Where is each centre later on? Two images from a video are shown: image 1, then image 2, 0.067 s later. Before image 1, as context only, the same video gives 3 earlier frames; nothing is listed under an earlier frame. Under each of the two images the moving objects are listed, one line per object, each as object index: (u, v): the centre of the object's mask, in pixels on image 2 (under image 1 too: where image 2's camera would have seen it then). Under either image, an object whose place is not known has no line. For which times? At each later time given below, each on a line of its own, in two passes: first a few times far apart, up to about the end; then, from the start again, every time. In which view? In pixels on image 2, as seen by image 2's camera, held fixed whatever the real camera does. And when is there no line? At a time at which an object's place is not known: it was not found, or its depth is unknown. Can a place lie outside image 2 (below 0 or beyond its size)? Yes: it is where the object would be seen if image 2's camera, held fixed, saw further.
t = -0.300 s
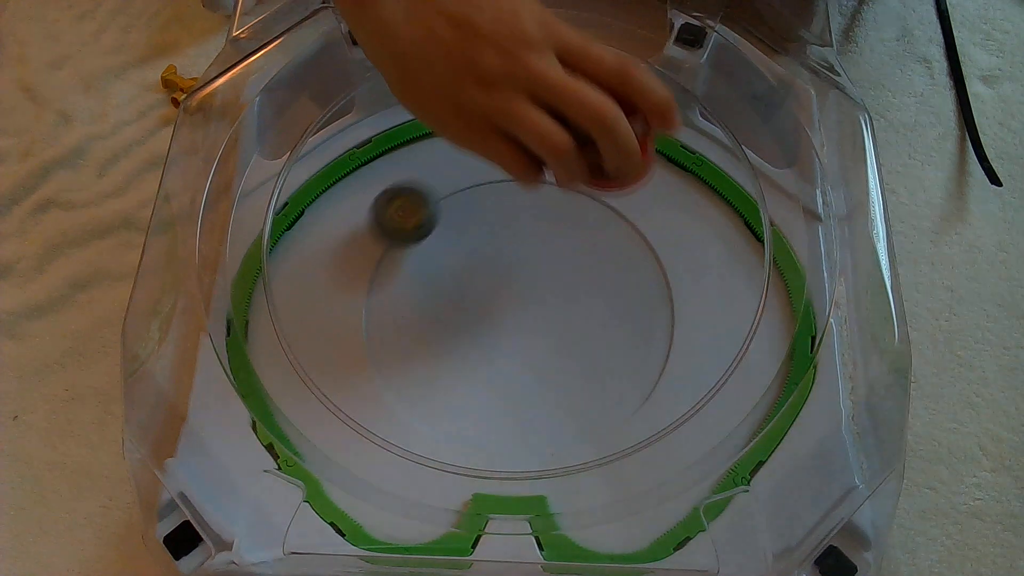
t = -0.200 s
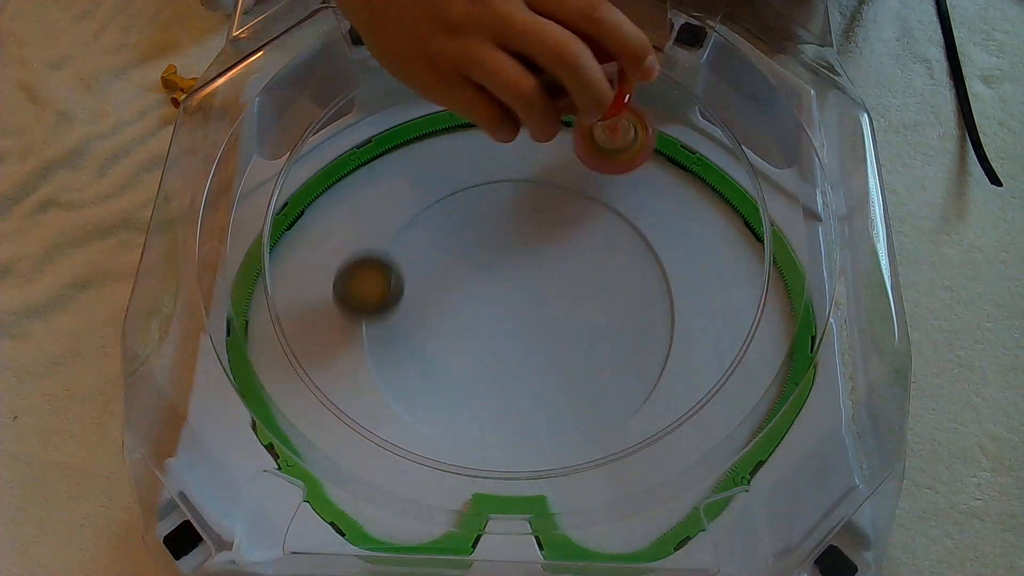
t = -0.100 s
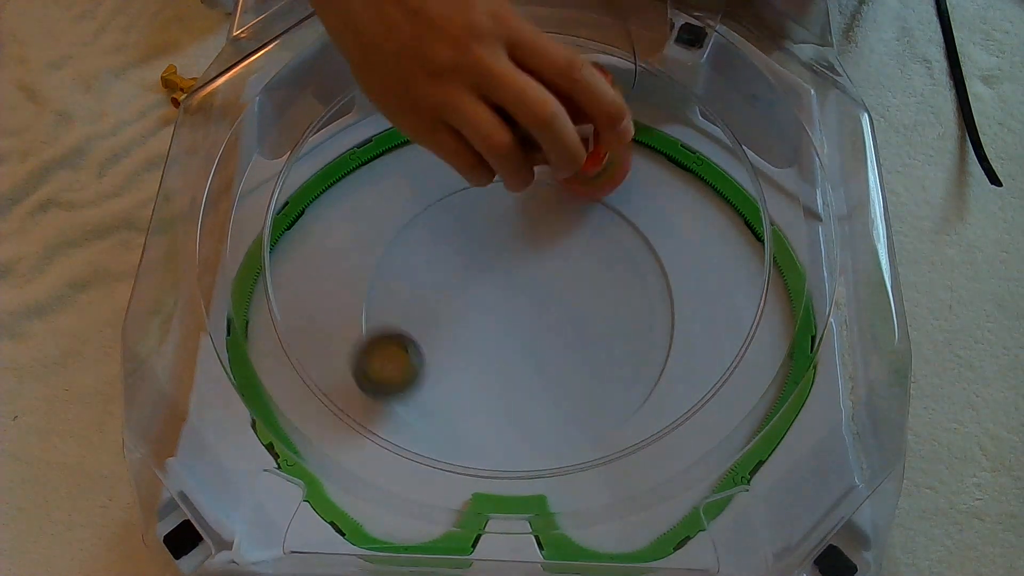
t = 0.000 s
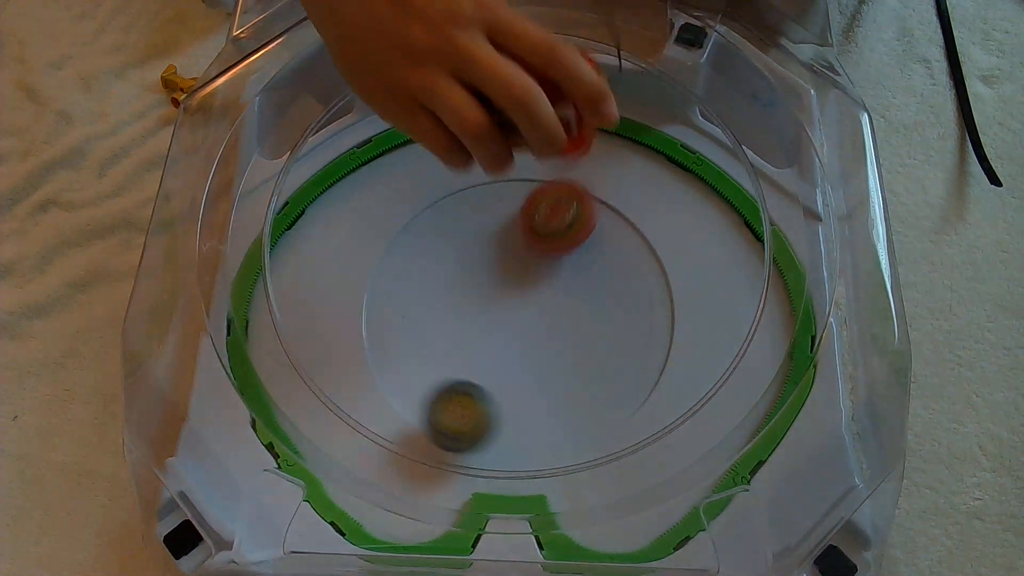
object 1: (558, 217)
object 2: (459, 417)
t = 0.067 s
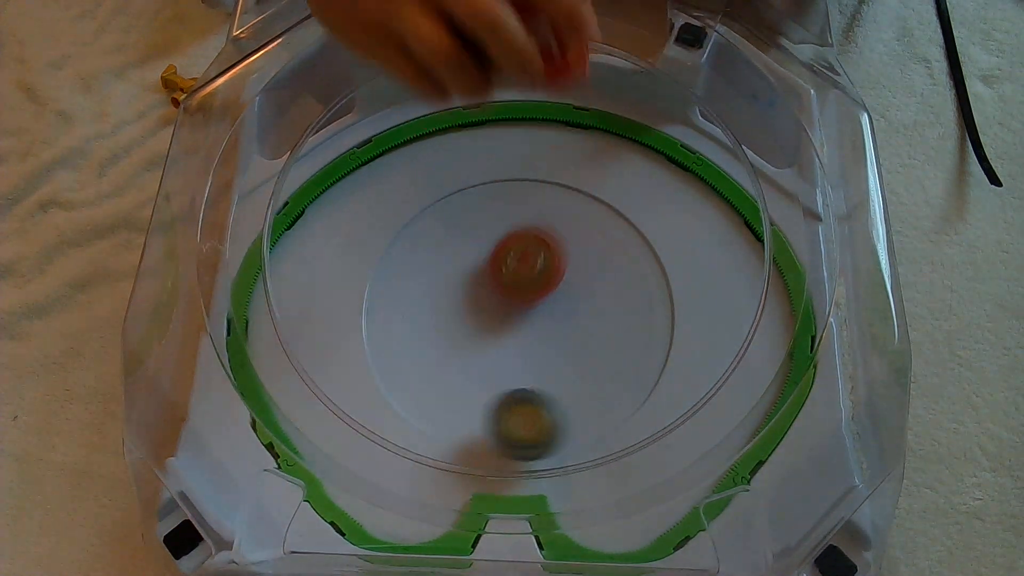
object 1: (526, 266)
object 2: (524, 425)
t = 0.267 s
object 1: (487, 439)
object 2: (673, 313)
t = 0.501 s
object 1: (593, 371)
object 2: (565, 171)
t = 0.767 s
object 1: (584, 322)
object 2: (384, 258)
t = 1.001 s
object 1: (535, 330)
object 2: (505, 414)
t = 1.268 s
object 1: (528, 355)
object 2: (665, 286)
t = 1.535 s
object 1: (527, 342)
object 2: (531, 179)
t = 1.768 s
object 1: (508, 330)
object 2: (397, 288)
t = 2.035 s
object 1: (499, 334)
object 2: (545, 426)
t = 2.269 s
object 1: (490, 322)
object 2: (653, 321)
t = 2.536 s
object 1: (485, 310)
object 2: (537, 209)
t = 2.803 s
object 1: (494, 301)
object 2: (404, 306)
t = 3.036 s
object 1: (502, 296)
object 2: (518, 414)
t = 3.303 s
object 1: (505, 286)
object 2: (622, 283)
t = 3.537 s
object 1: (511, 288)
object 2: (496, 203)
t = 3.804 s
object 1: (520, 294)
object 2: (394, 330)
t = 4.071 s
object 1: (524, 298)
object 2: (570, 386)
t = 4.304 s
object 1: (526, 300)
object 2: (606, 244)
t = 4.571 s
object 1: (528, 307)
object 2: (451, 210)
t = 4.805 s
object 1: (526, 314)
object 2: (422, 347)
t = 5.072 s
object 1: (521, 320)
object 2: (599, 354)
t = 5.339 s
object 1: (512, 323)
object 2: (582, 213)
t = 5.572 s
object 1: (504, 326)
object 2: (445, 233)
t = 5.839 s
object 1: (504, 325)
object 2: (457, 381)
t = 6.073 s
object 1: (504, 322)
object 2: (604, 362)
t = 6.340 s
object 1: (503, 314)
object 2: (568, 227)
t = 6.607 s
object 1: (503, 307)
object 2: (420, 270)
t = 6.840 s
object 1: (504, 302)
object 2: (467, 392)
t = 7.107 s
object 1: (509, 297)
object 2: (603, 326)
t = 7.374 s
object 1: (516, 294)
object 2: (524, 219)
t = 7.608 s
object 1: (521, 295)
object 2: (420, 281)
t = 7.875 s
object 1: (525, 298)
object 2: (504, 380)
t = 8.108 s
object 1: (525, 301)
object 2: (603, 308)
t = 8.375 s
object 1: (520, 307)
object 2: (540, 219)
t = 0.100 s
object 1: (509, 297)
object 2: (558, 419)
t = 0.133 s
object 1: (494, 333)
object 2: (592, 405)
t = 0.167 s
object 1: (484, 368)
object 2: (621, 386)
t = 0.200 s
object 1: (478, 403)
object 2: (645, 365)
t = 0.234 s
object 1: (477, 433)
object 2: (663, 341)
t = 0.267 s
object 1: (487, 439)
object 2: (673, 313)
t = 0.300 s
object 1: (502, 435)
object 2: (670, 287)
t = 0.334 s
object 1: (519, 427)
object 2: (660, 262)
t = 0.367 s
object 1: (536, 416)
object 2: (647, 239)
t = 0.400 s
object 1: (554, 405)
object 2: (632, 216)
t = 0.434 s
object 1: (569, 392)
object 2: (612, 197)
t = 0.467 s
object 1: (583, 382)
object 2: (590, 181)
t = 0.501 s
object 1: (593, 371)
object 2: (565, 171)
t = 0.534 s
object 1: (600, 360)
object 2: (538, 167)
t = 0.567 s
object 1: (604, 353)
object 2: (510, 168)
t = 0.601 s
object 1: (606, 346)
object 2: (483, 172)
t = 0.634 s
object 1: (605, 339)
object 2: (457, 181)
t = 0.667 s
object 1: (602, 333)
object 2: (431, 194)
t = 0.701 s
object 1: (597, 328)
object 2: (411, 212)
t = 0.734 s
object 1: (591, 324)
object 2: (395, 233)
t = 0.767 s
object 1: (584, 322)
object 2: (384, 258)
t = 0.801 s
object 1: (577, 320)
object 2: (379, 287)
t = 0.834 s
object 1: (569, 320)
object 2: (381, 314)
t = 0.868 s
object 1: (561, 320)
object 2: (392, 339)
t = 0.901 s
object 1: (554, 321)
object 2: (411, 362)
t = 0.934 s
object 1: (547, 324)
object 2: (438, 384)
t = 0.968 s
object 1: (540, 326)
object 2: (470, 401)
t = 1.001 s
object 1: (535, 330)
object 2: (505, 414)
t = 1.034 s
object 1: (530, 334)
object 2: (544, 417)
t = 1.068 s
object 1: (527, 337)
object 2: (578, 413)
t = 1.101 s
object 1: (525, 341)
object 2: (611, 401)
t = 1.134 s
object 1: (524, 344)
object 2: (638, 385)
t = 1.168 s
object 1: (525, 347)
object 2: (657, 363)
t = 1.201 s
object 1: (526, 350)
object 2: (665, 338)
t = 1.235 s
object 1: (527, 353)
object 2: (667, 312)
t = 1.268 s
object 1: (528, 355)
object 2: (665, 286)
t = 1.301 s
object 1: (530, 356)
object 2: (659, 263)
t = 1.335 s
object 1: (531, 357)
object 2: (649, 241)
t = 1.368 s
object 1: (532, 356)
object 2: (636, 222)
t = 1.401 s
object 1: (533, 354)
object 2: (619, 206)
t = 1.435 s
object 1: (533, 352)
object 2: (600, 193)
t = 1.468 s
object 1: (531, 349)
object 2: (579, 184)
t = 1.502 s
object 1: (529, 345)
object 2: (555, 180)
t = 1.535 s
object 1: (527, 342)
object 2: (531, 179)
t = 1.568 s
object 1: (524, 339)
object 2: (506, 182)
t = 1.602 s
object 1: (521, 336)
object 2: (482, 189)
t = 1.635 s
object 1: (518, 334)
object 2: (458, 201)
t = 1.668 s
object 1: (515, 332)
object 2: (436, 217)
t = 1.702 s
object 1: (512, 331)
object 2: (418, 237)
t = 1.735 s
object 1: (510, 330)
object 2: (405, 261)
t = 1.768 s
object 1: (508, 330)
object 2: (397, 288)
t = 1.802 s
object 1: (507, 330)
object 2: (395, 315)
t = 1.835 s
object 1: (507, 330)
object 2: (402, 341)
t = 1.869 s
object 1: (506, 331)
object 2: (416, 365)
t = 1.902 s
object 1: (505, 332)
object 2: (436, 388)
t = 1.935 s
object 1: (504, 333)
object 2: (459, 407)
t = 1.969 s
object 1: (502, 334)
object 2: (487, 420)
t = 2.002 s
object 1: (501, 334)
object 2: (517, 426)
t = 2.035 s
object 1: (499, 334)
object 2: (545, 426)
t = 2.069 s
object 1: (498, 333)
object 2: (573, 421)
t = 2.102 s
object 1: (496, 332)
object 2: (597, 412)
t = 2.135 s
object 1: (495, 330)
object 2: (618, 398)
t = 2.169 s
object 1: (493, 329)
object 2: (633, 381)
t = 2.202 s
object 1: (492, 326)
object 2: (645, 361)
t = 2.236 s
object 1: (491, 325)
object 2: (652, 341)
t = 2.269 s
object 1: (490, 322)
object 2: (653, 321)
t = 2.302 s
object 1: (488, 320)
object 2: (650, 301)
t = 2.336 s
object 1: (487, 318)
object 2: (642, 281)
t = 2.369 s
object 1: (487, 317)
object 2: (632, 263)
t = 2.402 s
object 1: (486, 315)
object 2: (618, 247)
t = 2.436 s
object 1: (485, 314)
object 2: (601, 232)
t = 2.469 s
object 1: (485, 312)
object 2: (582, 221)
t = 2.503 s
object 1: (485, 311)
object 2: (560, 213)
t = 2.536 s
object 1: (485, 310)
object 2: (537, 209)
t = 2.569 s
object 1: (486, 309)
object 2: (514, 209)
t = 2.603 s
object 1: (486, 307)
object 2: (492, 213)
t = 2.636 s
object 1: (487, 306)
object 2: (470, 220)
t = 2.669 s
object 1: (488, 305)
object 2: (449, 233)
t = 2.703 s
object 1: (489, 304)
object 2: (432, 247)
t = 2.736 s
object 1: (490, 303)
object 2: (418, 265)
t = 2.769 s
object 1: (492, 302)
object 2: (409, 284)
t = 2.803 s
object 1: (494, 301)
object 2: (404, 306)
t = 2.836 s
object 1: (496, 301)
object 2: (405, 328)
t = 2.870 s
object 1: (498, 300)
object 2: (412, 349)
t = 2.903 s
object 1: (500, 300)
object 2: (425, 370)
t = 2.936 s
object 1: (501, 299)
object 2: (444, 388)
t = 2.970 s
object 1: (502, 299)
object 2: (467, 402)
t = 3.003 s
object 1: (502, 298)
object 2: (492, 411)
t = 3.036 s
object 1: (502, 296)
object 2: (518, 414)
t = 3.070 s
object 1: (503, 295)
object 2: (544, 411)
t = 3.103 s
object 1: (503, 292)
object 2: (569, 402)
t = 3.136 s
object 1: (503, 291)
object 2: (589, 389)
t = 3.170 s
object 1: (504, 289)
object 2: (608, 371)
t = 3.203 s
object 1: (504, 288)
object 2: (620, 350)
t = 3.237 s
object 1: (504, 287)
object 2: (626, 328)
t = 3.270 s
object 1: (504, 287)
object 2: (627, 305)
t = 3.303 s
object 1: (505, 286)
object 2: (622, 283)
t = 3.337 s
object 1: (505, 286)
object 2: (613, 263)
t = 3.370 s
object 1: (506, 286)
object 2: (599, 246)
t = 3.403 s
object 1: (506, 287)
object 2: (584, 229)
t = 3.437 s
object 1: (507, 287)
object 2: (565, 217)
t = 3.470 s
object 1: (509, 288)
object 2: (543, 208)
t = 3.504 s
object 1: (510, 288)
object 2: (520, 203)
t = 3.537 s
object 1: (511, 288)
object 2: (496, 203)
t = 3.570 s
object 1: (512, 289)
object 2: (471, 207)
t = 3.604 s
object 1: (513, 289)
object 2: (449, 216)
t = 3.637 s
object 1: (515, 289)
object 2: (428, 229)
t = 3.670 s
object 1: (516, 290)
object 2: (411, 246)
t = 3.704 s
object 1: (517, 291)
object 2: (399, 265)
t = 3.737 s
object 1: (518, 292)
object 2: (392, 287)
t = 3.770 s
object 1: (519, 293)
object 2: (390, 308)
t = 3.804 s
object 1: (520, 294)
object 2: (394, 330)
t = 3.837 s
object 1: (520, 295)
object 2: (403, 350)
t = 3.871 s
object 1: (521, 296)
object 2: (419, 368)
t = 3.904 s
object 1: (521, 296)
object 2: (440, 384)
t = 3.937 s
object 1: (521, 297)
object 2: (465, 397)
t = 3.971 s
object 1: (522, 297)
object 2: (492, 403)
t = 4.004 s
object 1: (522, 298)
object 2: (520, 403)
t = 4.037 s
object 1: (523, 298)
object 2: (546, 397)
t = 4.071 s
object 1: (524, 298)
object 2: (570, 386)
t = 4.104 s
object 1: (524, 298)
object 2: (591, 371)
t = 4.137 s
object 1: (525, 298)
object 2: (607, 351)
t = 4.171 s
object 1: (526, 298)
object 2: (617, 329)
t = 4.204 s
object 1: (527, 298)
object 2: (622, 306)
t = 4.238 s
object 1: (527, 298)
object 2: (621, 284)
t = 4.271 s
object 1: (527, 300)
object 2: (614, 263)
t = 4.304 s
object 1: (526, 300)
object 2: (606, 244)
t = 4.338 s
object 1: (526, 302)
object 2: (593, 227)
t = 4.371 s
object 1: (526, 303)
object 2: (577, 212)
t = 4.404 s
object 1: (527, 304)
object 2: (559, 202)
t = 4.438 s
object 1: (526, 305)
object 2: (538, 195)
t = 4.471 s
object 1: (527, 306)
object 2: (516, 192)
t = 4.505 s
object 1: (527, 306)
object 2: (493, 194)
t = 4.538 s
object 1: (528, 307)
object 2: (471, 200)
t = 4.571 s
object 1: (528, 307)
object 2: (451, 210)
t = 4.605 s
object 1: (529, 308)
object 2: (433, 225)
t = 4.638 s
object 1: (529, 309)
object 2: (418, 242)
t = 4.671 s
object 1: (528, 310)
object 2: (409, 262)
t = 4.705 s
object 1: (528, 311)
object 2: (404, 284)
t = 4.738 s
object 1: (527, 312)
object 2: (405, 306)
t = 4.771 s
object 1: (527, 313)
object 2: (411, 328)
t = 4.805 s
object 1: (526, 314)
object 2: (422, 347)
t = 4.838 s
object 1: (525, 316)
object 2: (439, 363)
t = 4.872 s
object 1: (524, 317)
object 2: (460, 376)
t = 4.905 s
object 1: (524, 318)
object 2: (484, 385)
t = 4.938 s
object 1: (523, 318)
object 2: (509, 390)
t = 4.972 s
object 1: (523, 319)
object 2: (536, 389)
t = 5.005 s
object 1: (522, 320)
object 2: (560, 382)
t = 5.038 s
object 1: (522, 320)
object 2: (582, 369)
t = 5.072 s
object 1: (521, 320)
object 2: (599, 354)
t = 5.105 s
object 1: (521, 321)
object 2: (612, 335)
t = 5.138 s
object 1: (520, 321)
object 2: (621, 316)
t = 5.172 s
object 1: (519, 321)
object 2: (624, 295)
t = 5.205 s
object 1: (518, 321)
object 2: (623, 275)
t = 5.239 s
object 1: (515, 322)
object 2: (618, 256)
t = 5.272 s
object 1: (514, 322)
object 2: (609, 240)
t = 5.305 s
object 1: (513, 322)
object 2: (597, 225)
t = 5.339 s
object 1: (512, 323)
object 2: (582, 213)
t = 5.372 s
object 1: (511, 323)
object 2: (565, 204)
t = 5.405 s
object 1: (510, 324)
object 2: (545, 199)
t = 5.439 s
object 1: (508, 324)
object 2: (524, 197)
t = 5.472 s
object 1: (507, 325)
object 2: (502, 200)
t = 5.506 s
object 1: (506, 326)
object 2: (481, 207)
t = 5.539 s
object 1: (505, 326)
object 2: (462, 218)
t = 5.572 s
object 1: (504, 326)
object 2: (445, 233)
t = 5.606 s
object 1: (503, 326)
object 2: (432, 250)
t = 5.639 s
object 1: (502, 326)
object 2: (424, 269)
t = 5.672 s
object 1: (501, 326)
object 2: (420, 290)
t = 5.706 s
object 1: (500, 326)
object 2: (421, 312)
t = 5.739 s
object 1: (500, 326)
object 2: (425, 333)
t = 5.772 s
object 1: (502, 326)
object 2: (430, 351)
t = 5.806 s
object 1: (503, 326)
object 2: (441, 367)
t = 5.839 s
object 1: (504, 325)
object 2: (457, 381)
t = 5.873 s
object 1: (503, 325)
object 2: (476, 392)
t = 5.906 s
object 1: (503, 325)
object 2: (499, 399)
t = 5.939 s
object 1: (503, 324)
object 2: (523, 400)
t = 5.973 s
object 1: (503, 324)
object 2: (547, 397)
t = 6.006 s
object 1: (503, 323)
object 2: (569, 390)
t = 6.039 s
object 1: (503, 322)
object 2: (588, 378)
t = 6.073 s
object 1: (504, 322)
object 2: (604, 362)
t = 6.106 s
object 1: (503, 321)
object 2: (615, 344)
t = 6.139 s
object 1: (503, 320)
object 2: (620, 325)
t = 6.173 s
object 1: (503, 319)
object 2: (621, 306)
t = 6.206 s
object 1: (504, 318)
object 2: (616, 287)
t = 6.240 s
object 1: (503, 318)
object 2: (609, 268)
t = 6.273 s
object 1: (503, 316)
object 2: (598, 252)
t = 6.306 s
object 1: (503, 315)
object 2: (584, 238)
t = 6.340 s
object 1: (503, 314)
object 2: (568, 227)
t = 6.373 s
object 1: (503, 313)
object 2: (549, 219)
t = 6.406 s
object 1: (503, 313)
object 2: (529, 214)
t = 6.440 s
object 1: (503, 311)
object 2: (508, 214)
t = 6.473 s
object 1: (503, 310)
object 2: (486, 218)
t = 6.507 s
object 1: (503, 310)
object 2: (466, 227)
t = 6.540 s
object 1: (502, 309)
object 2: (447, 238)
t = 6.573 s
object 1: (503, 308)
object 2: (432, 253)
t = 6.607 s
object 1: (503, 307)
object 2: (420, 270)
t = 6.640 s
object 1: (503, 306)
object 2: (412, 289)
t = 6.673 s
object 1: (503, 306)
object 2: (408, 310)
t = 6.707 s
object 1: (503, 305)
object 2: (410, 330)
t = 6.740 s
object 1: (503, 304)
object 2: (417, 350)
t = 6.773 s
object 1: (504, 304)
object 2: (429, 366)
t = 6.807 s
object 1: (504, 303)
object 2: (446, 381)
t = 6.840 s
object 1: (504, 302)
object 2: (467, 392)
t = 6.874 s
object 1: (505, 301)
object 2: (490, 398)
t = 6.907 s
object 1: (506, 301)
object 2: (512, 399)
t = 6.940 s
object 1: (506, 300)
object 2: (535, 396)
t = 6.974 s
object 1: (507, 299)
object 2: (556, 388)
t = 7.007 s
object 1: (508, 299)
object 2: (574, 376)
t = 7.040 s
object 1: (508, 298)
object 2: (588, 361)
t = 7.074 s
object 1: (509, 298)
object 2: (598, 344)
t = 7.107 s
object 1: (509, 297)
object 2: (603, 326)
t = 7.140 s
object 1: (510, 297)
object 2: (604, 308)
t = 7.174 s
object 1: (510, 297)
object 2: (601, 289)
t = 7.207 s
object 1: (512, 296)
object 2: (594, 272)
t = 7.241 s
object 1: (512, 296)
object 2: (585, 256)
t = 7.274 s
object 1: (513, 295)
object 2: (572, 243)
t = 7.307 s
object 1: (514, 295)
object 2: (559, 231)
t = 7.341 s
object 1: (516, 295)
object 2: (542, 223)
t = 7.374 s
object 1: (516, 294)
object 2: (524, 219)
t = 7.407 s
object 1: (517, 295)
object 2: (505, 218)
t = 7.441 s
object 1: (517, 295)
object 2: (486, 221)
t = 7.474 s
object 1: (517, 295)
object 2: (468, 227)
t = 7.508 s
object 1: (518, 295)
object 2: (451, 237)
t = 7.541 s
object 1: (519, 295)
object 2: (437, 250)
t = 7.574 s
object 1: (520, 295)
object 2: (427, 264)
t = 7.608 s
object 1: (521, 295)
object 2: (420, 281)
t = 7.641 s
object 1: (522, 295)
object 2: (417, 298)
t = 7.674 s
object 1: (523, 295)
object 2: (418, 315)
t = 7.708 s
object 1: (523, 296)
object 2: (423, 332)
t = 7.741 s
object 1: (524, 296)
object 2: (432, 347)
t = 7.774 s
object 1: (524, 296)
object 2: (446, 359)
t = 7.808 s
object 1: (524, 297)
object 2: (464, 369)
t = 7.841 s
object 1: (525, 298)
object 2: (483, 377)
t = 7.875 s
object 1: (525, 298)
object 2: (504, 380)
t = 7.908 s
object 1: (526, 299)
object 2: (525, 378)
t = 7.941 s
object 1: (527, 300)
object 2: (545, 372)
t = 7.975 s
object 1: (527, 300)
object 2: (562, 363)
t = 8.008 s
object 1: (527, 301)
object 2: (576, 351)
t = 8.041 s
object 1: (527, 302)
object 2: (586, 336)
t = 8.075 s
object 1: (526, 301)
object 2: (596, 322)
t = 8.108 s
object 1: (525, 301)
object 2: (603, 308)
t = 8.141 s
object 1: (524, 302)
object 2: (605, 293)
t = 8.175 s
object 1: (523, 302)
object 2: (604, 278)
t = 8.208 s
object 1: (523, 302)
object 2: (599, 263)
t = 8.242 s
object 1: (522, 303)
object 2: (591, 249)
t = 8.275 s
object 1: (522, 304)
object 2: (582, 237)
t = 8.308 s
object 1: (521, 305)
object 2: (570, 228)
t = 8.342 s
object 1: (521, 306)
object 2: (556, 222)
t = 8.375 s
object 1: (520, 307)
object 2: (540, 219)
